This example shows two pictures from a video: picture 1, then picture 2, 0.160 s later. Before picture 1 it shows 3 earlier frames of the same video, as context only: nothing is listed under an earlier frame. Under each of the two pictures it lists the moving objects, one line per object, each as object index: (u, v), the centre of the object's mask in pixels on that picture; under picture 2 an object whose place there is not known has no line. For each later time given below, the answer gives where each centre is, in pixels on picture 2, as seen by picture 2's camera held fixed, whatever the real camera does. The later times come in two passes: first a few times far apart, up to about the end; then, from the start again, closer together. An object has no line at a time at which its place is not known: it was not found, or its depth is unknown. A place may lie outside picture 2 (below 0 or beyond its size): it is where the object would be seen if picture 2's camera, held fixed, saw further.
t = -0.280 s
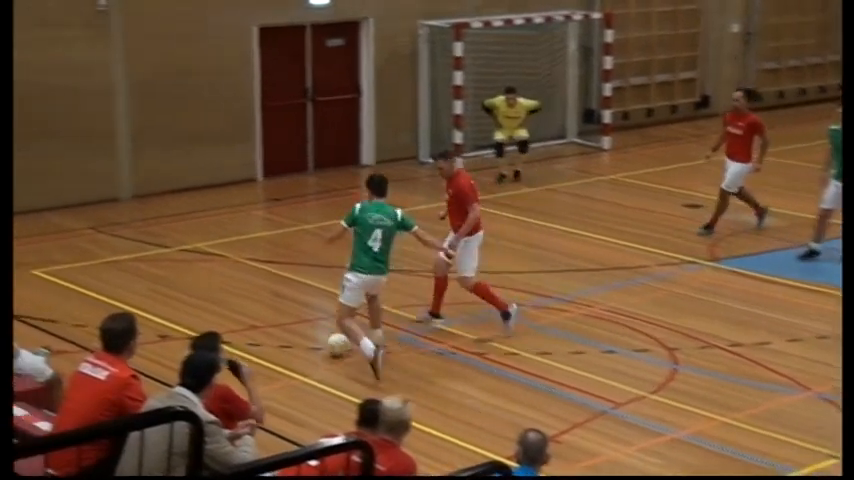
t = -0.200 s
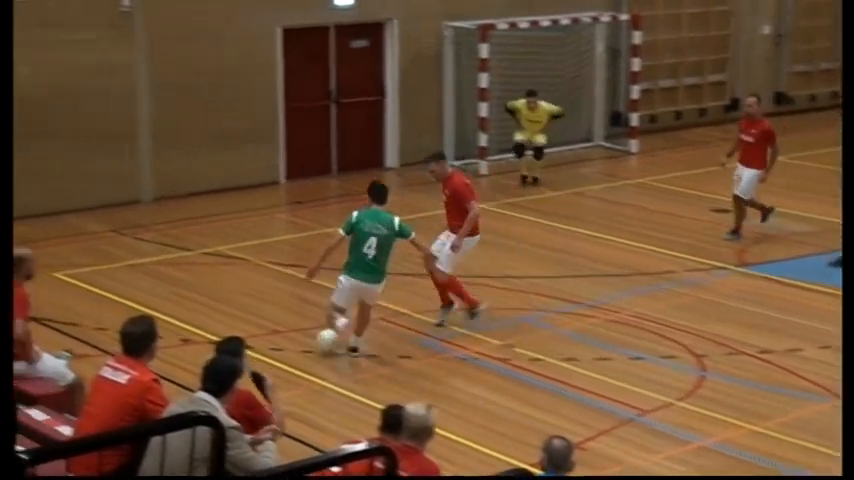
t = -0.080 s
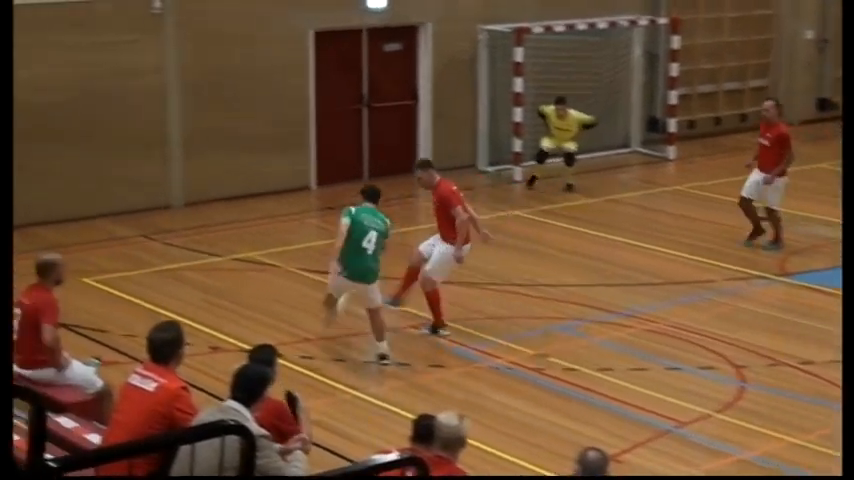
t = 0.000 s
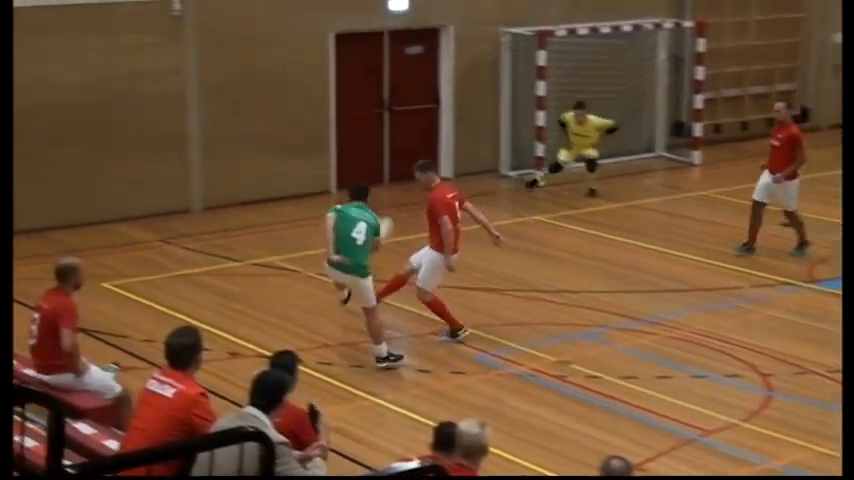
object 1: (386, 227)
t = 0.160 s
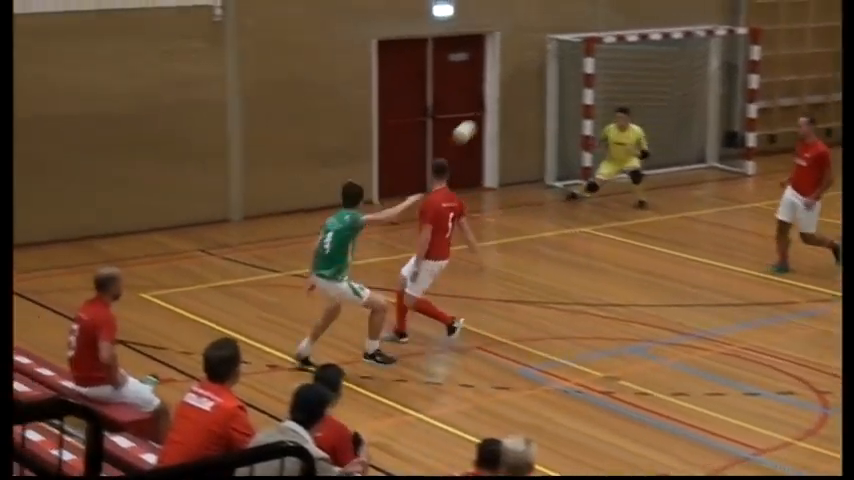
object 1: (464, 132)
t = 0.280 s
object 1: (495, 77)
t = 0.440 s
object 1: (533, 39)
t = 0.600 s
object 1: (564, 27)
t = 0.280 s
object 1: (495, 77)
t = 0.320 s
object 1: (506, 65)
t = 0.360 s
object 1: (515, 56)
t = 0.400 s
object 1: (525, 46)
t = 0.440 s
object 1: (533, 39)
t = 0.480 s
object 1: (544, 32)
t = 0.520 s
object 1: (555, 30)
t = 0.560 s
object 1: (559, 27)
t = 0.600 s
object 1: (564, 27)
